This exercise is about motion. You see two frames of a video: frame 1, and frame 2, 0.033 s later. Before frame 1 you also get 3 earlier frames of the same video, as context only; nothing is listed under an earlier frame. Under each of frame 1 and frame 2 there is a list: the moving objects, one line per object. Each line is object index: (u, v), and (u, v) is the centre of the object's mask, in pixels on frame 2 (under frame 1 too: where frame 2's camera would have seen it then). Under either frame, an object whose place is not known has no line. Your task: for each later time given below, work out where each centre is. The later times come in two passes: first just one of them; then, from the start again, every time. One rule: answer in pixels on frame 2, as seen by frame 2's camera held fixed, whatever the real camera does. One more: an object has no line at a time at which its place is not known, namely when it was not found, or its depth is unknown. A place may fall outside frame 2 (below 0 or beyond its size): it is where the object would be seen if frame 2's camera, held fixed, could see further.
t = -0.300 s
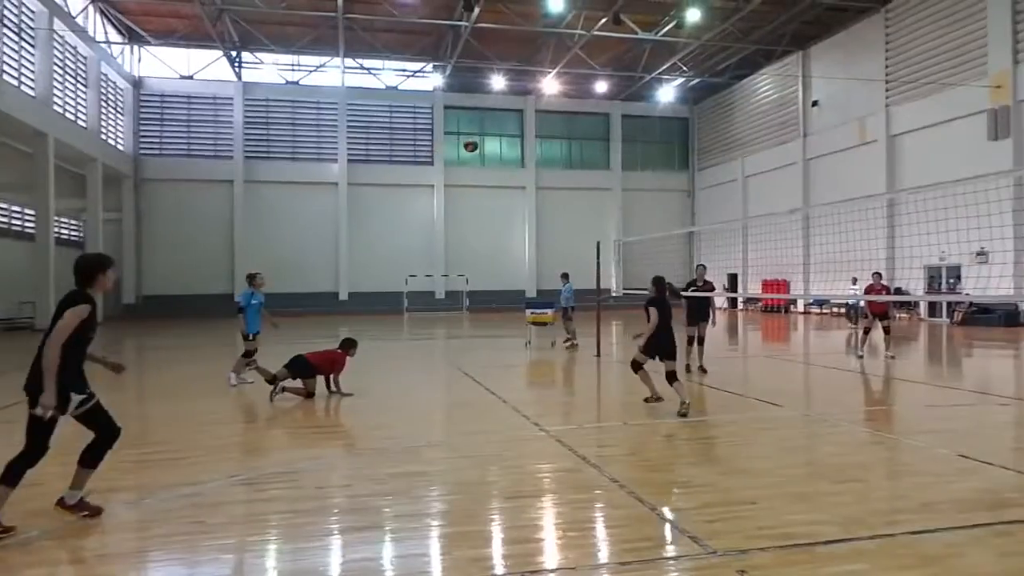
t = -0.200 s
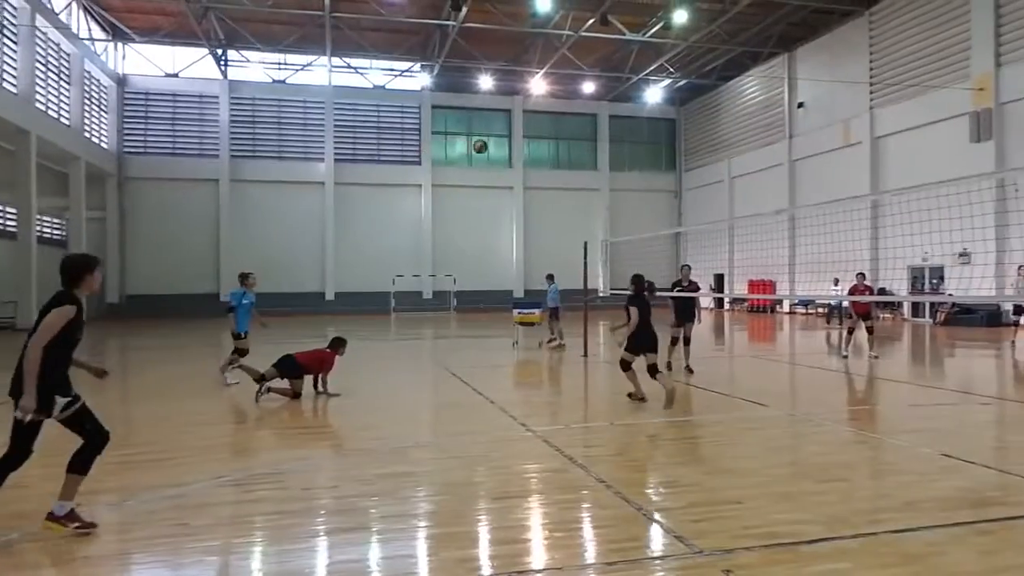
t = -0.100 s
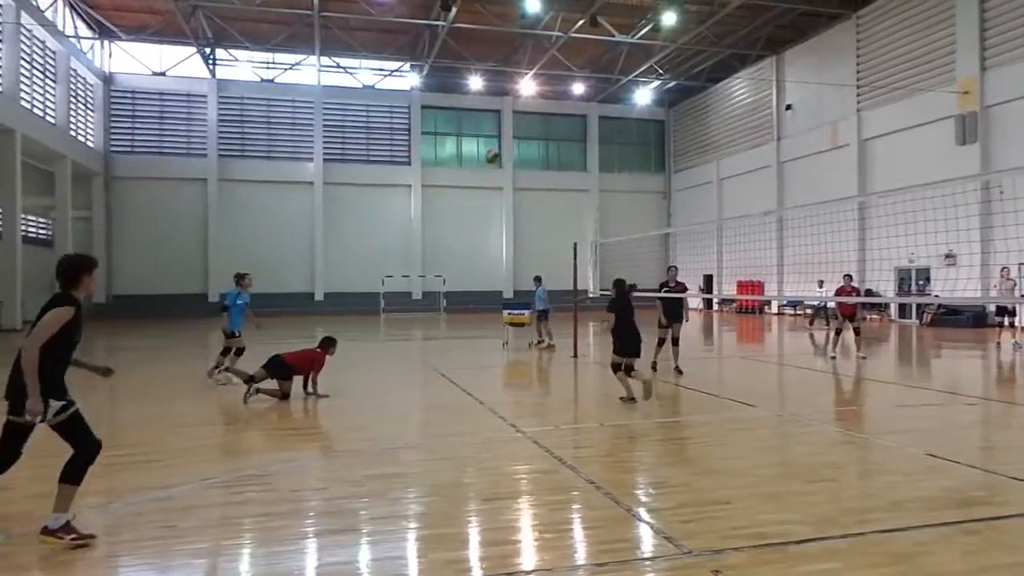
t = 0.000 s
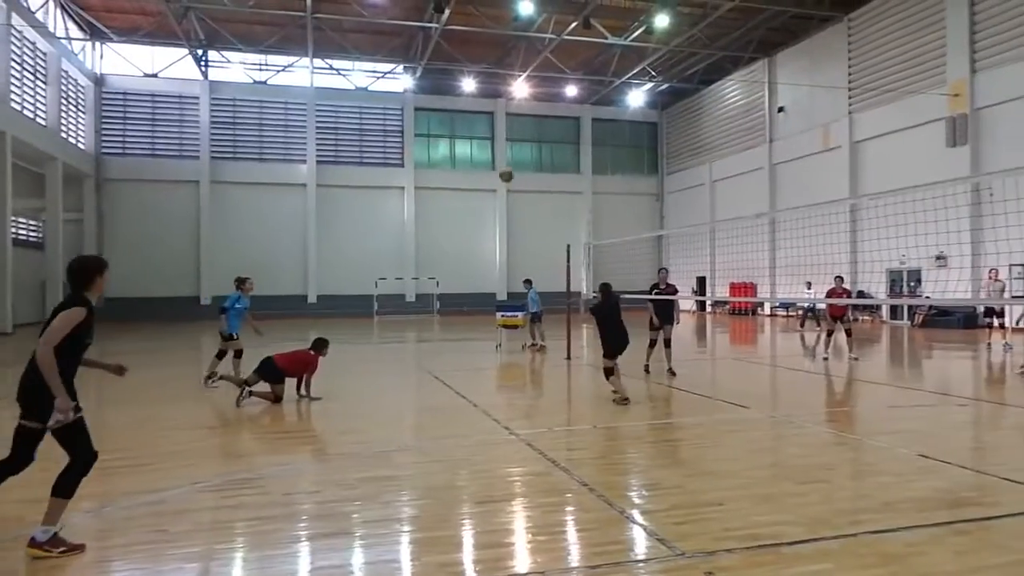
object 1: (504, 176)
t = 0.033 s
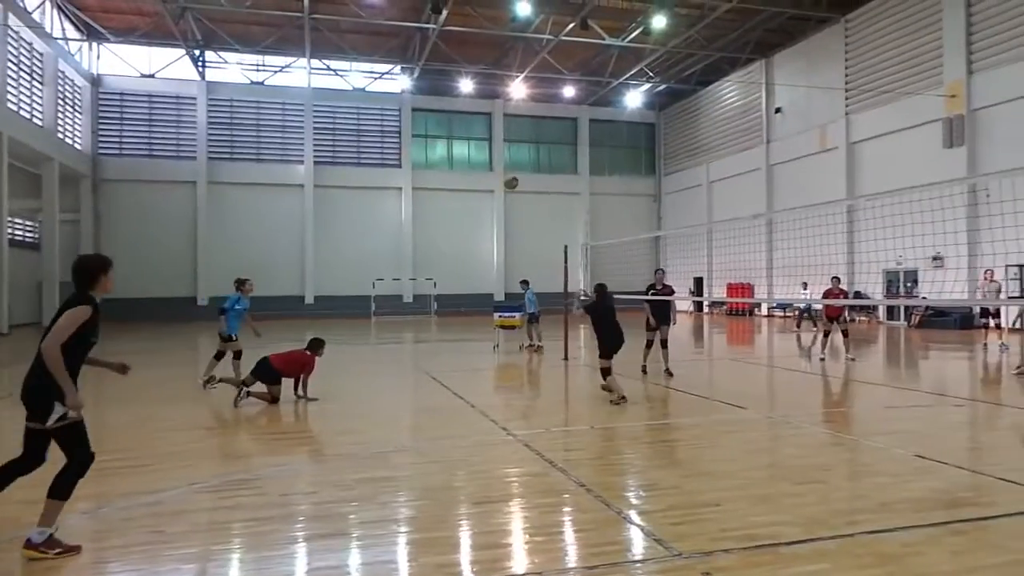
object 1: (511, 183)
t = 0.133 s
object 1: (531, 207)
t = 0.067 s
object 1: (518, 189)
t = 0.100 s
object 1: (524, 198)
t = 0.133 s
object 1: (531, 207)
